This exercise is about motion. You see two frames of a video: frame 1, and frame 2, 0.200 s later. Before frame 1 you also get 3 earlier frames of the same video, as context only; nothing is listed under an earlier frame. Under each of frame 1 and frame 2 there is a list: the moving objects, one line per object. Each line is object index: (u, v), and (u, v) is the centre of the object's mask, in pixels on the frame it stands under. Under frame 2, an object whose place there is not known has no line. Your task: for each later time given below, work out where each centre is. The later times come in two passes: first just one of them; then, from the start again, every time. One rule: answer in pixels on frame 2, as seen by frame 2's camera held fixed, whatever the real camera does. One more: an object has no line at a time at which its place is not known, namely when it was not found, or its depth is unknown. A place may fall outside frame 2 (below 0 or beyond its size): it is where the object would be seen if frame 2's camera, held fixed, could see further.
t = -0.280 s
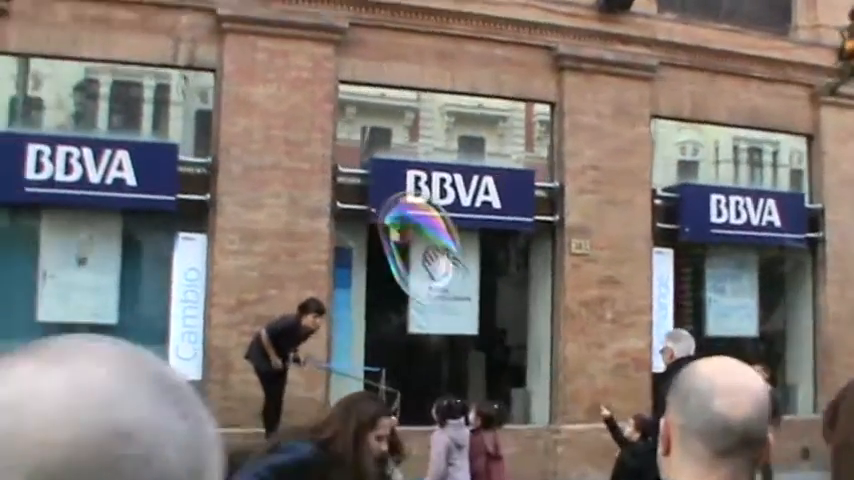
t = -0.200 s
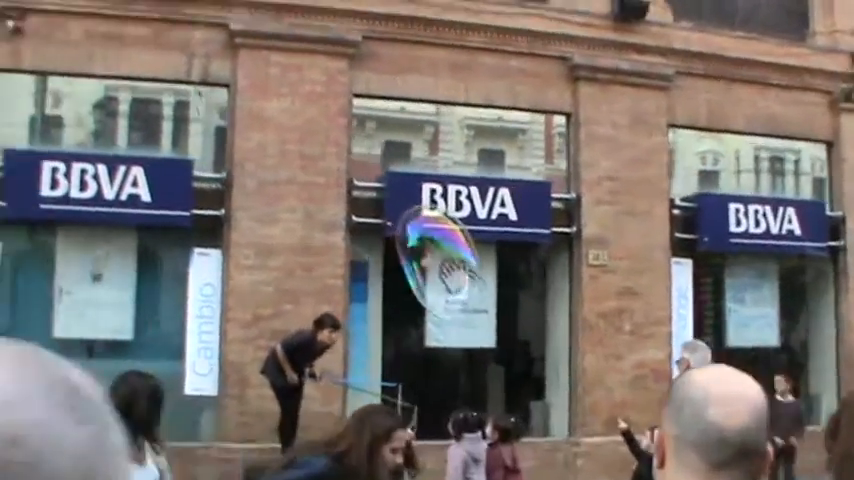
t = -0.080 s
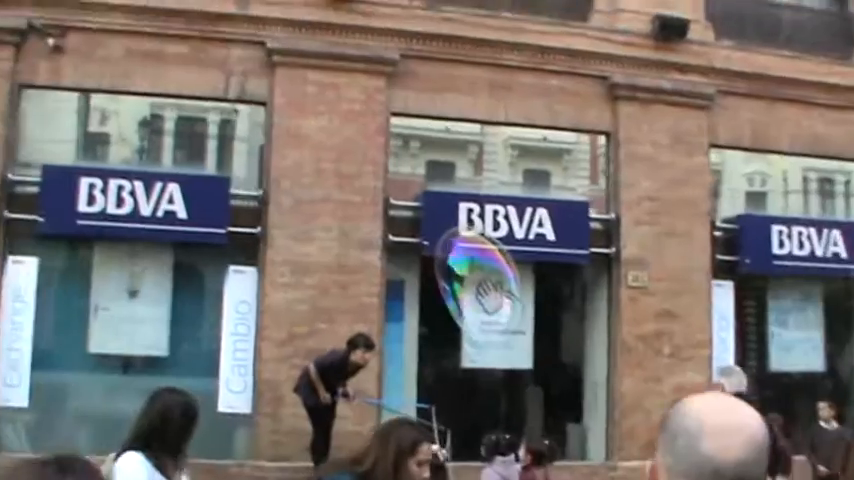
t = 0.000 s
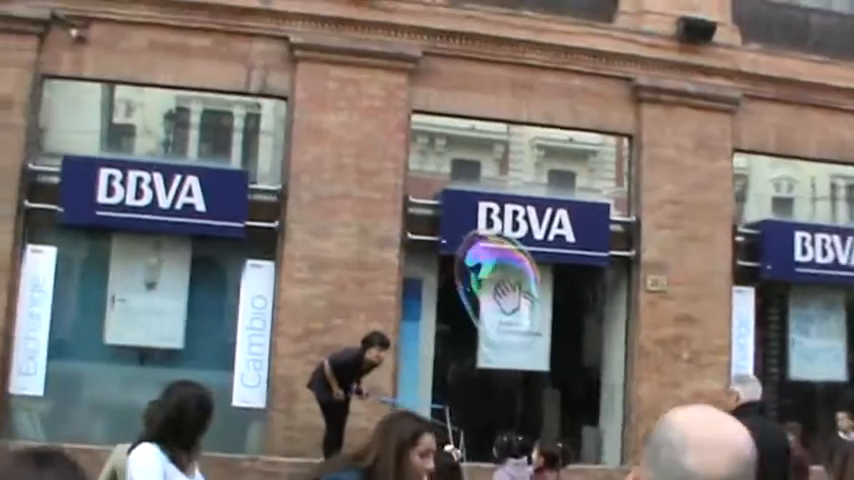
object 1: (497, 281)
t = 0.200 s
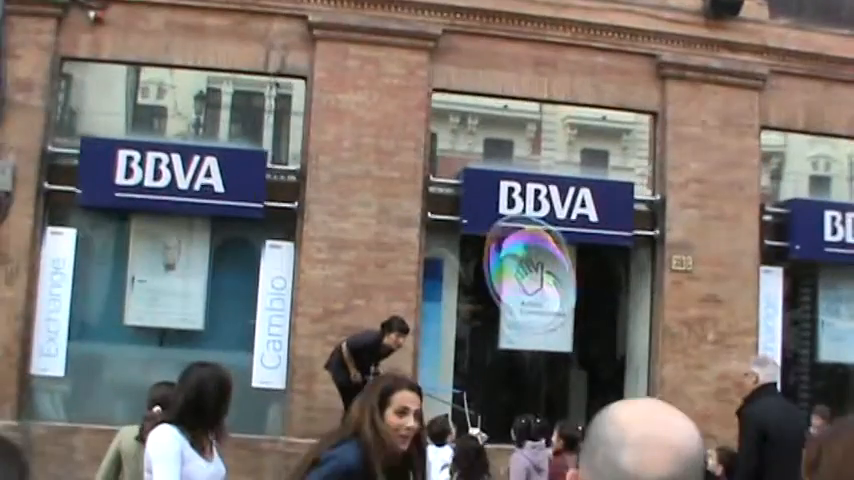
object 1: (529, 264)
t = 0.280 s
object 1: (532, 263)
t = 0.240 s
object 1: (531, 263)
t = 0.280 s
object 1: (532, 263)
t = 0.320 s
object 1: (534, 263)
